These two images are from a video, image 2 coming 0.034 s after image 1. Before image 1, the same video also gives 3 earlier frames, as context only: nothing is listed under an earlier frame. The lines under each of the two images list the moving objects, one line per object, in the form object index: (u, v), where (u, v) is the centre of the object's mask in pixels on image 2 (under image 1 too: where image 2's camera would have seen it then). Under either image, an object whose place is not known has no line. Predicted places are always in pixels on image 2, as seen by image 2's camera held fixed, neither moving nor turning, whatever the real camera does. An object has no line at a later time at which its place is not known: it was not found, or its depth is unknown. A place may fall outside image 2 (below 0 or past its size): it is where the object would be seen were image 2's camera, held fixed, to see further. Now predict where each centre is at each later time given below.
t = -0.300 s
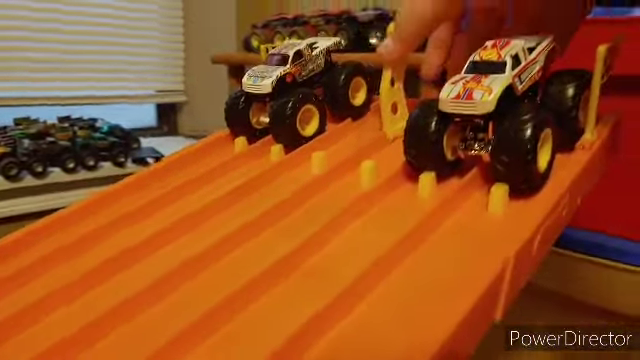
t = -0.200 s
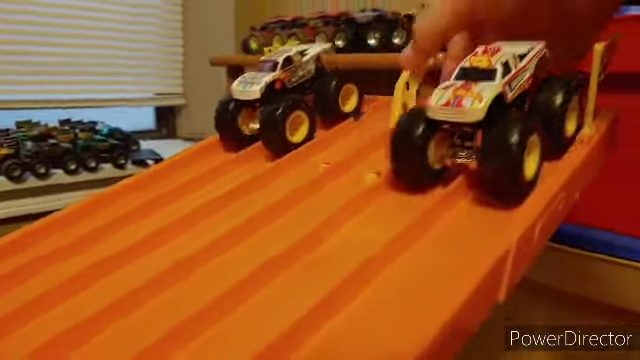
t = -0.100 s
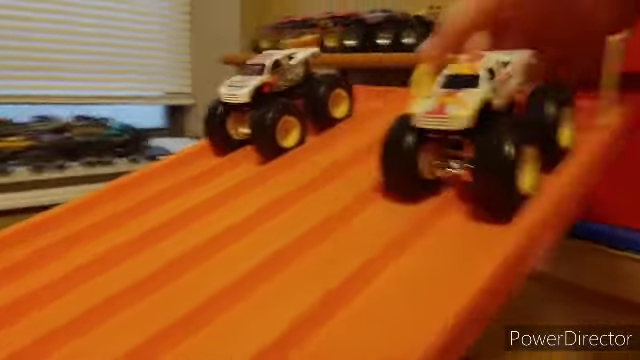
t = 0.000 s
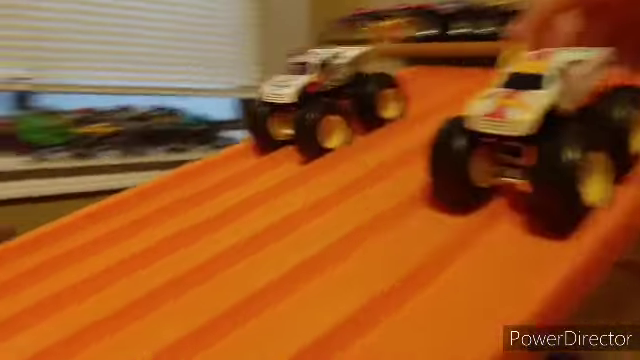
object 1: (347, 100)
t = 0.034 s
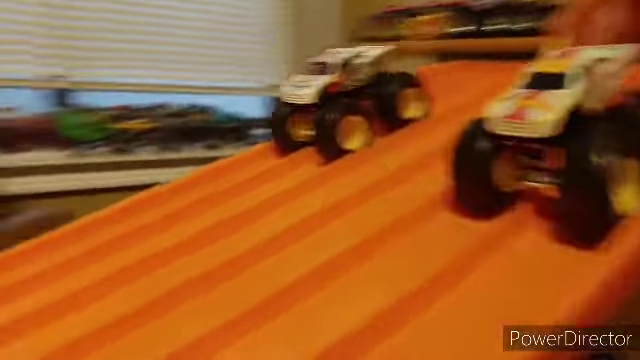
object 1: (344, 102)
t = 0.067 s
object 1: (342, 104)
